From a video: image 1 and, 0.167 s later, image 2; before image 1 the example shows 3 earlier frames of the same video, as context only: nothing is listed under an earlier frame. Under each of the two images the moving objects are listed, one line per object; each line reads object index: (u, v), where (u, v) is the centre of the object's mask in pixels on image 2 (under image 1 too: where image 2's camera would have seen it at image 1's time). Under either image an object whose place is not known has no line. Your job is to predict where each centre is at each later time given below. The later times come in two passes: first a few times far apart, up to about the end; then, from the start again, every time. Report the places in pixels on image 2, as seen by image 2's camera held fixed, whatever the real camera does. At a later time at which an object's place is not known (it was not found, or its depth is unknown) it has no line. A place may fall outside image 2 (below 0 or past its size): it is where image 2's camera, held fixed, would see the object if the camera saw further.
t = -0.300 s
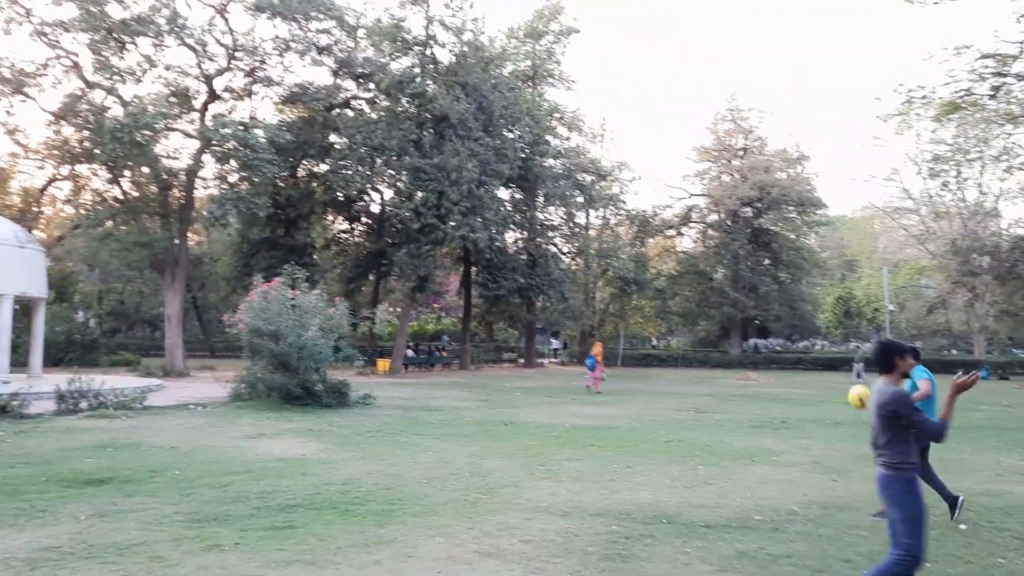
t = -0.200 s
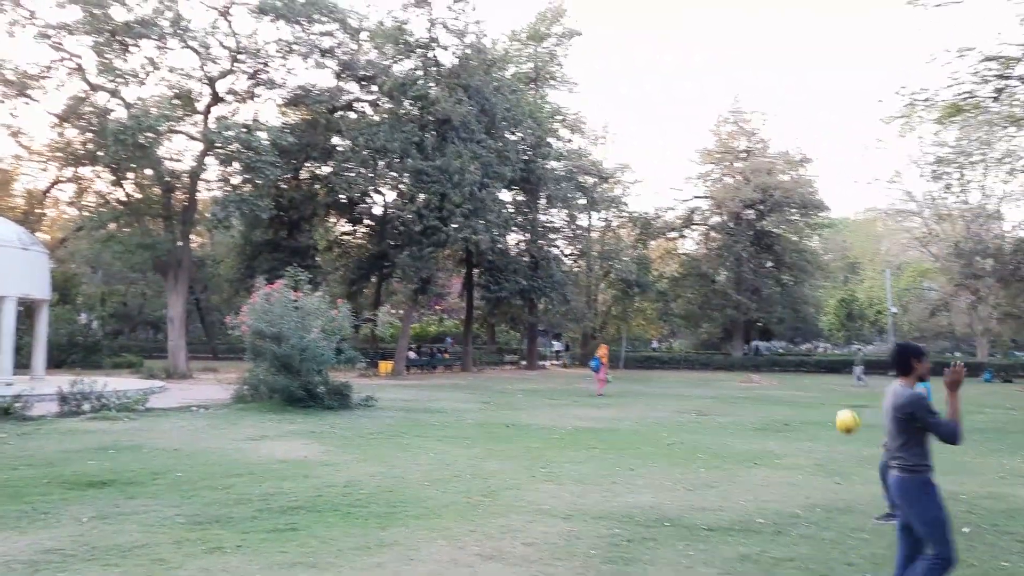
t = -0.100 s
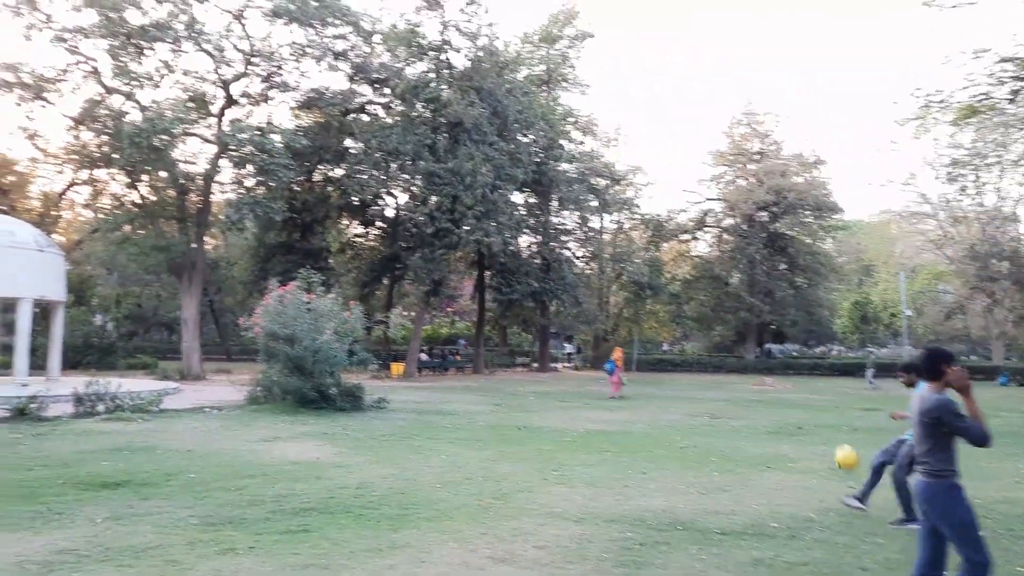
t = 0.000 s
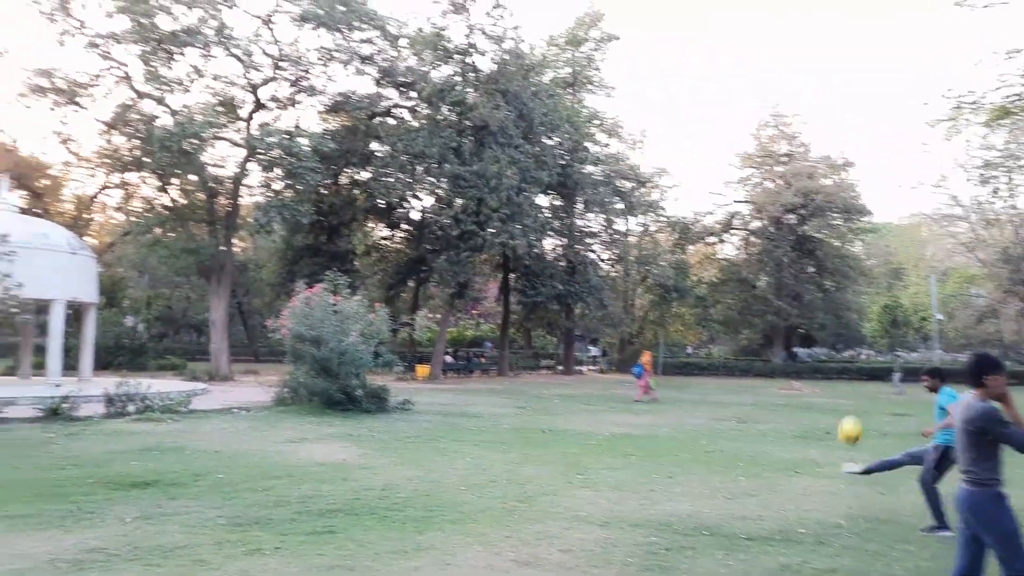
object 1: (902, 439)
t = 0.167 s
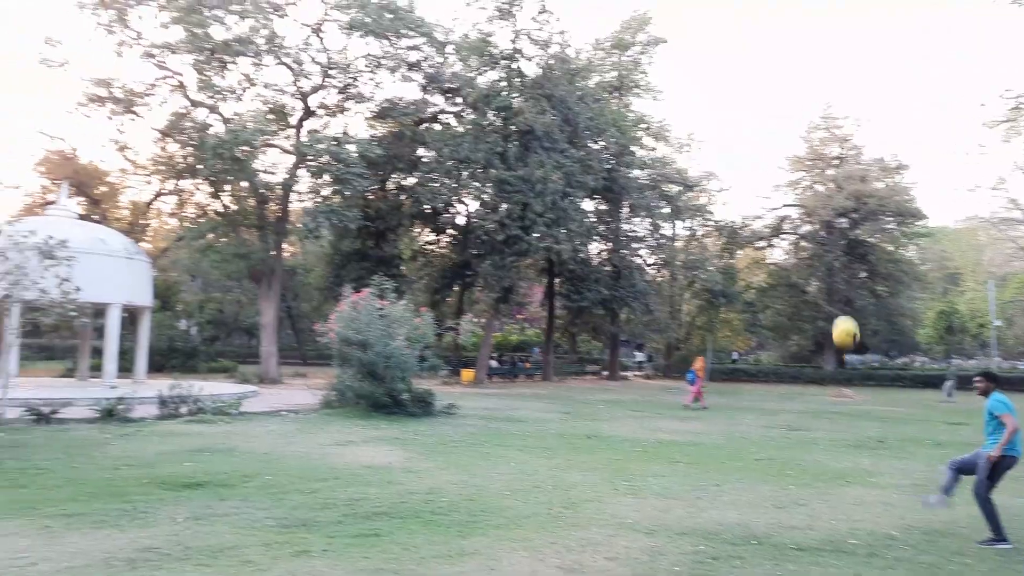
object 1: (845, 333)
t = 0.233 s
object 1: (820, 295)
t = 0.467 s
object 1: (721, 190)
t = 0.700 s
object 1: (599, 133)
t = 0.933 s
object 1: (438, 150)
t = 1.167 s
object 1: (207, 283)
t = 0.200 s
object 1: (833, 313)
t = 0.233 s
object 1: (820, 295)
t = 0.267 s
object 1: (807, 276)
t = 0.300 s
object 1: (795, 260)
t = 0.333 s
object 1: (781, 243)
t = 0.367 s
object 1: (767, 231)
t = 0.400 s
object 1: (752, 217)
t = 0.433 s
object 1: (738, 202)
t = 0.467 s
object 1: (721, 190)
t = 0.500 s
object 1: (706, 180)
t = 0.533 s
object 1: (689, 169)
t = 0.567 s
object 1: (673, 159)
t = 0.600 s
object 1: (654, 149)
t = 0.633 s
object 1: (637, 142)
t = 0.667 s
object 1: (619, 138)
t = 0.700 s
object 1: (599, 133)
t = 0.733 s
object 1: (580, 131)
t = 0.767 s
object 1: (559, 129)
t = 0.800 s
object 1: (536, 129)
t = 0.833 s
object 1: (513, 132)
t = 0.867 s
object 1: (489, 135)
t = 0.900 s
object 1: (464, 141)
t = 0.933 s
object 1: (438, 150)
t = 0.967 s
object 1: (409, 160)
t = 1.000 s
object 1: (381, 174)
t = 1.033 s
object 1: (350, 190)
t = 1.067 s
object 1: (317, 209)
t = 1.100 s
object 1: (283, 229)
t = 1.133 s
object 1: (247, 254)
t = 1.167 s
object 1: (207, 283)
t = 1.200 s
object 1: (166, 315)
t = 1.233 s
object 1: (123, 351)
